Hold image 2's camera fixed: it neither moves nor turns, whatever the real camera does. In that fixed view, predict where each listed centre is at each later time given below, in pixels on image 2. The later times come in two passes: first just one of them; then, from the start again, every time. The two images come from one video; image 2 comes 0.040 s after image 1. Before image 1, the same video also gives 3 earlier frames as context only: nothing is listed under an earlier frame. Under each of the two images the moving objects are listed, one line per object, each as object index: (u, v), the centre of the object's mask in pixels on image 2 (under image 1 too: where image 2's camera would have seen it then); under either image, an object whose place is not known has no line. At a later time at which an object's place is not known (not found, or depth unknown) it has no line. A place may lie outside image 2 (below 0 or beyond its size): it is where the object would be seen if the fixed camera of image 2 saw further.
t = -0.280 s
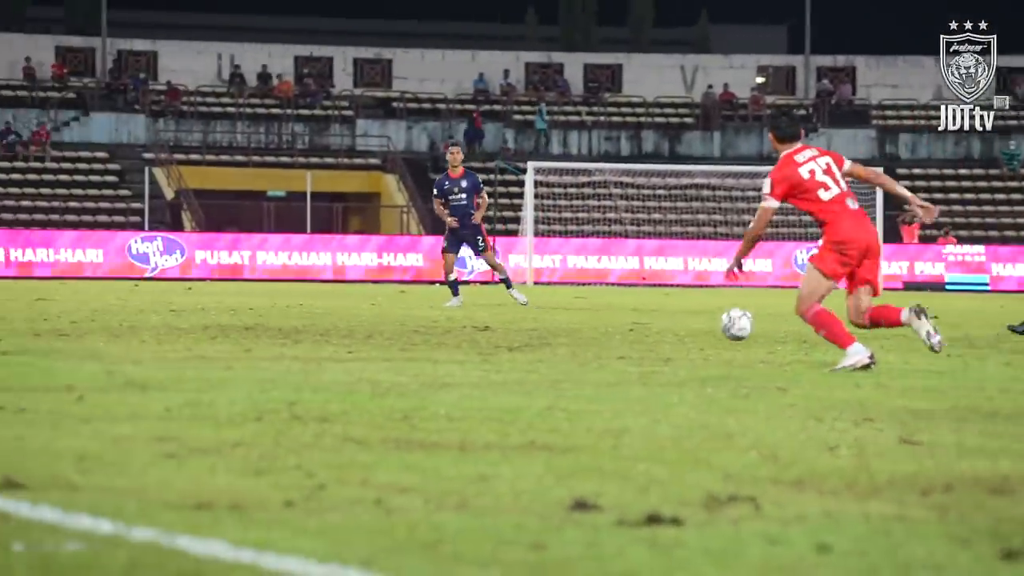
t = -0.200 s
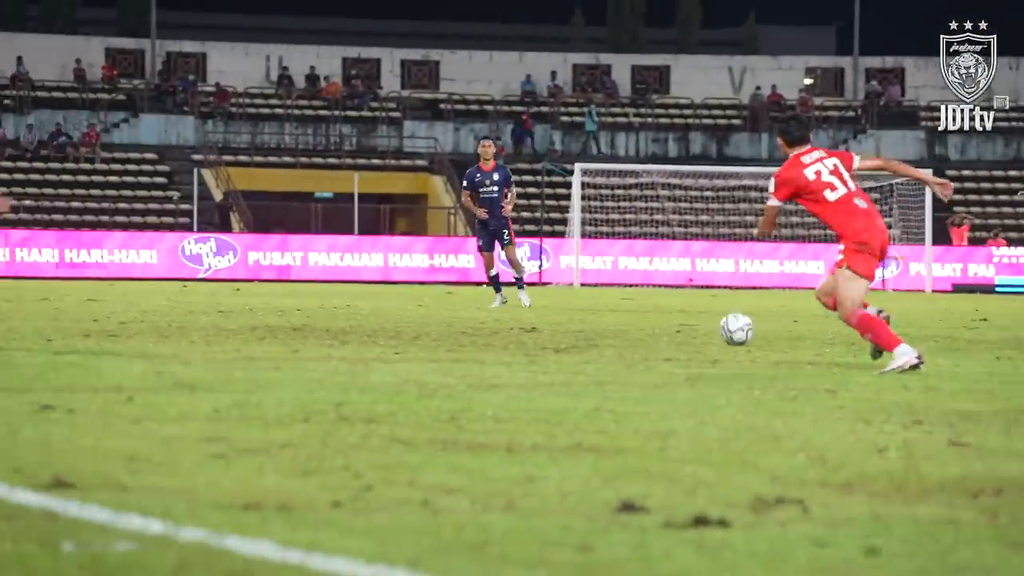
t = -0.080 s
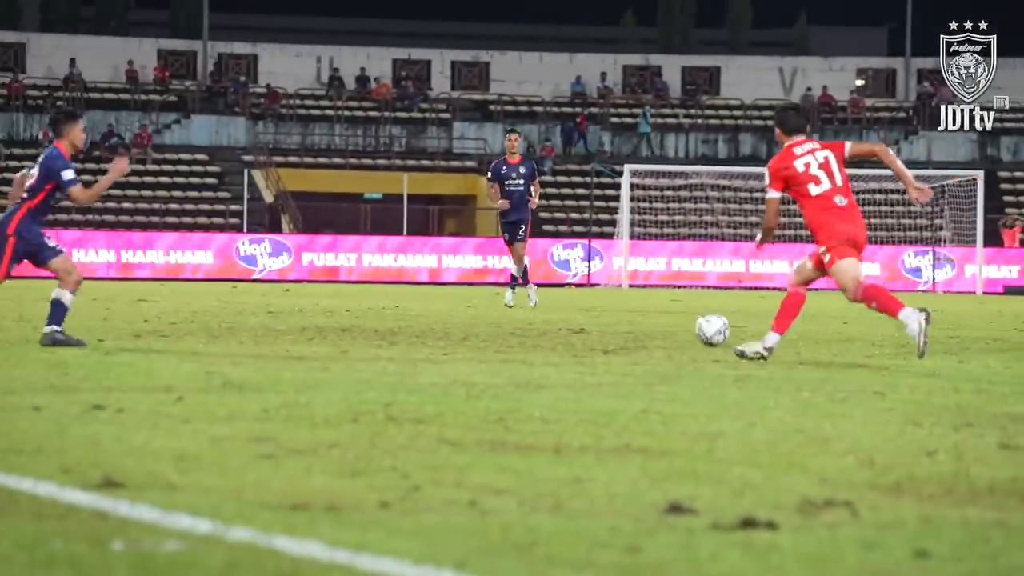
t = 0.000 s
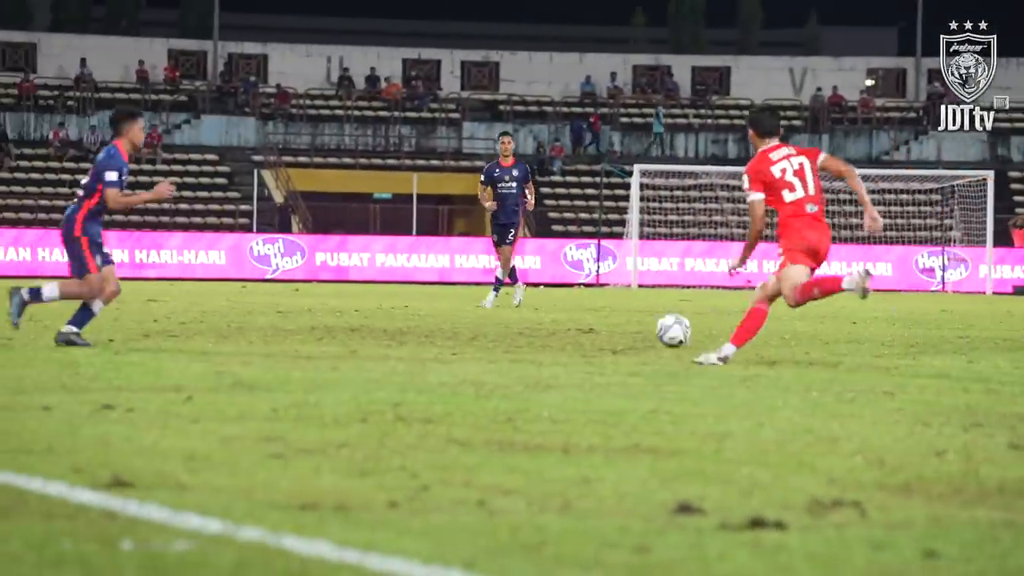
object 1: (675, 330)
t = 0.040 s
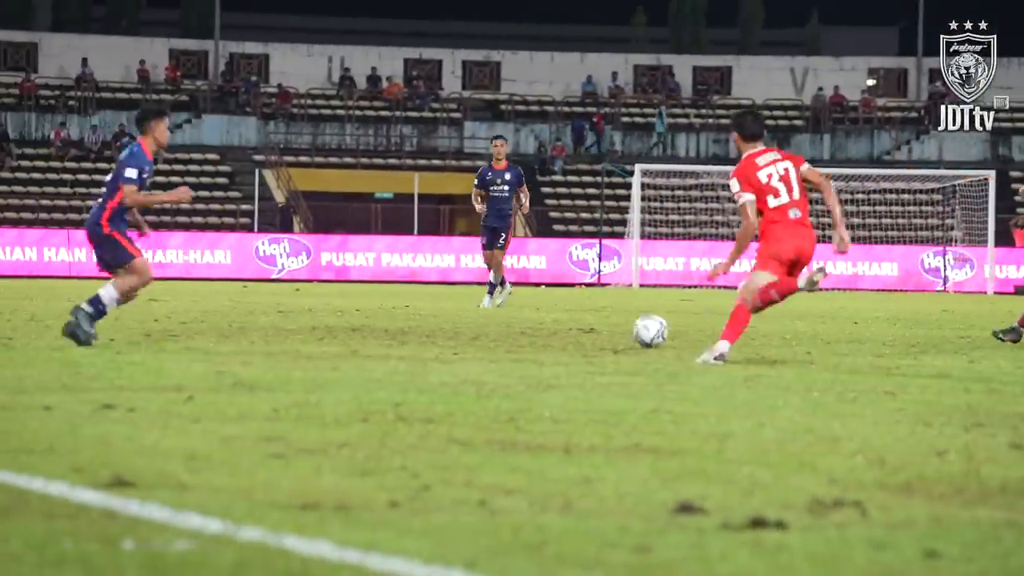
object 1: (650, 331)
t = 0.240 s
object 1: (532, 331)
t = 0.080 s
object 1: (627, 332)
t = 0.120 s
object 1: (603, 329)
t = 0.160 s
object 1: (579, 327)
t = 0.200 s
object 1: (556, 328)
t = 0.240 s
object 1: (532, 331)
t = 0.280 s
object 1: (508, 333)
